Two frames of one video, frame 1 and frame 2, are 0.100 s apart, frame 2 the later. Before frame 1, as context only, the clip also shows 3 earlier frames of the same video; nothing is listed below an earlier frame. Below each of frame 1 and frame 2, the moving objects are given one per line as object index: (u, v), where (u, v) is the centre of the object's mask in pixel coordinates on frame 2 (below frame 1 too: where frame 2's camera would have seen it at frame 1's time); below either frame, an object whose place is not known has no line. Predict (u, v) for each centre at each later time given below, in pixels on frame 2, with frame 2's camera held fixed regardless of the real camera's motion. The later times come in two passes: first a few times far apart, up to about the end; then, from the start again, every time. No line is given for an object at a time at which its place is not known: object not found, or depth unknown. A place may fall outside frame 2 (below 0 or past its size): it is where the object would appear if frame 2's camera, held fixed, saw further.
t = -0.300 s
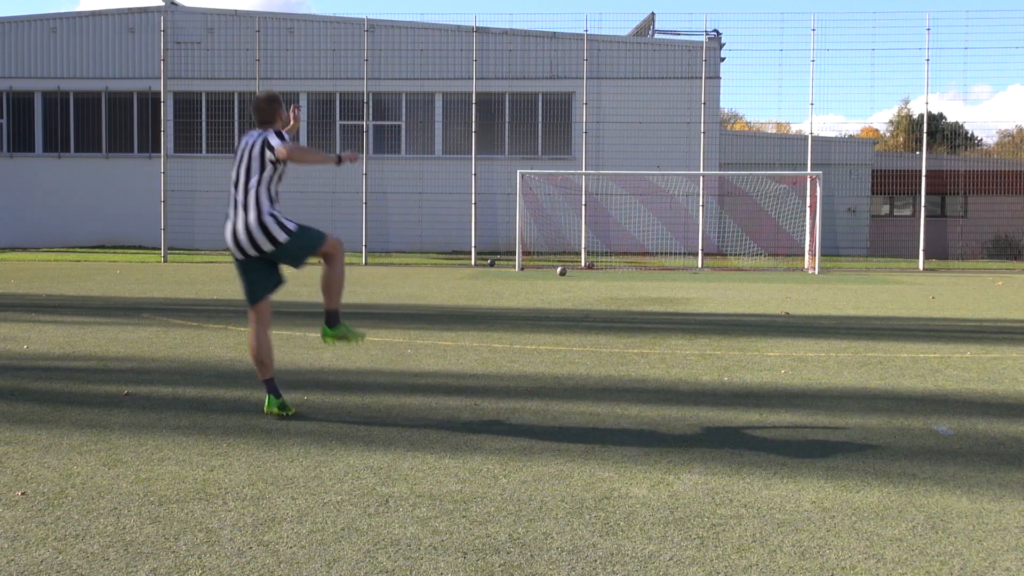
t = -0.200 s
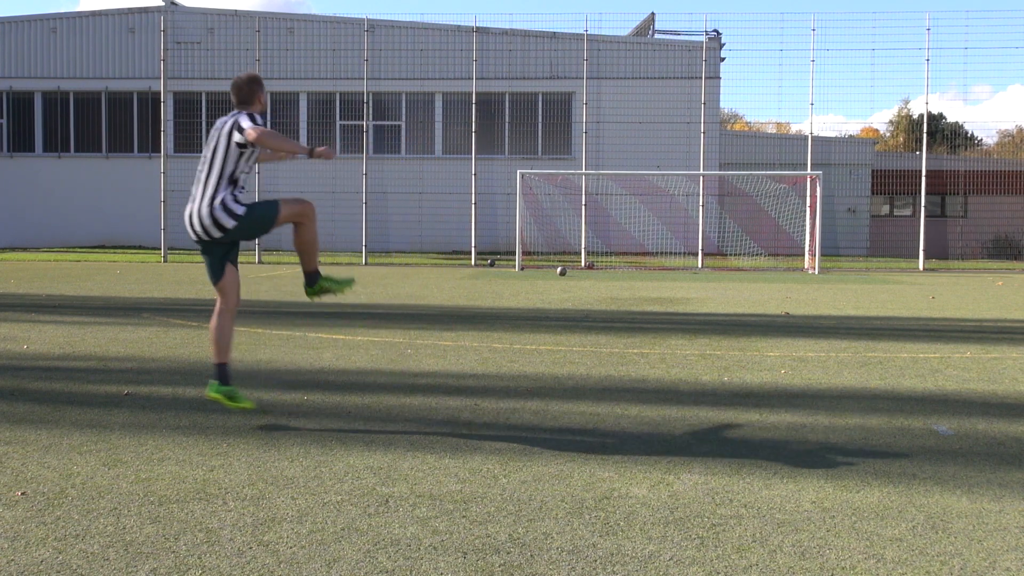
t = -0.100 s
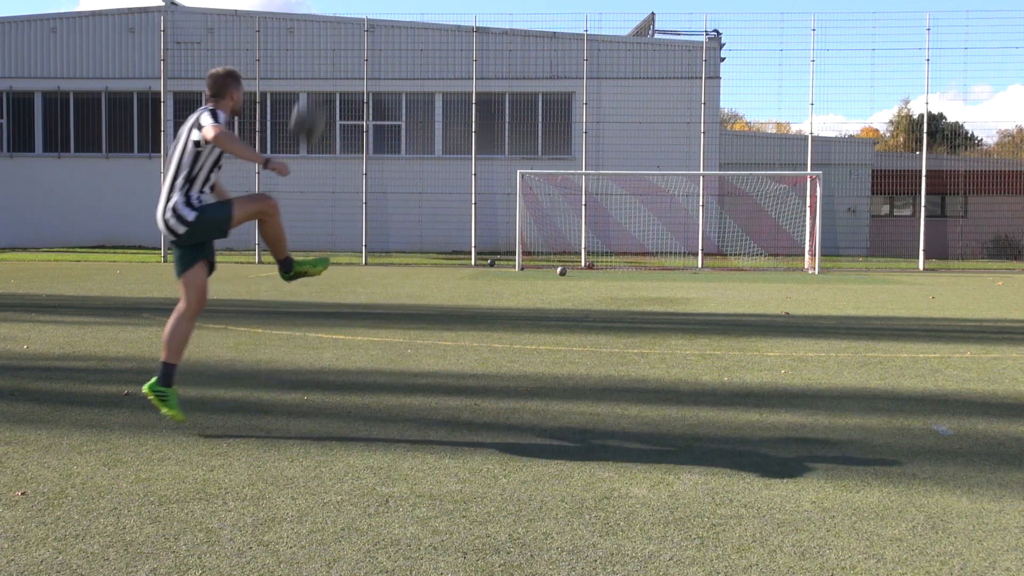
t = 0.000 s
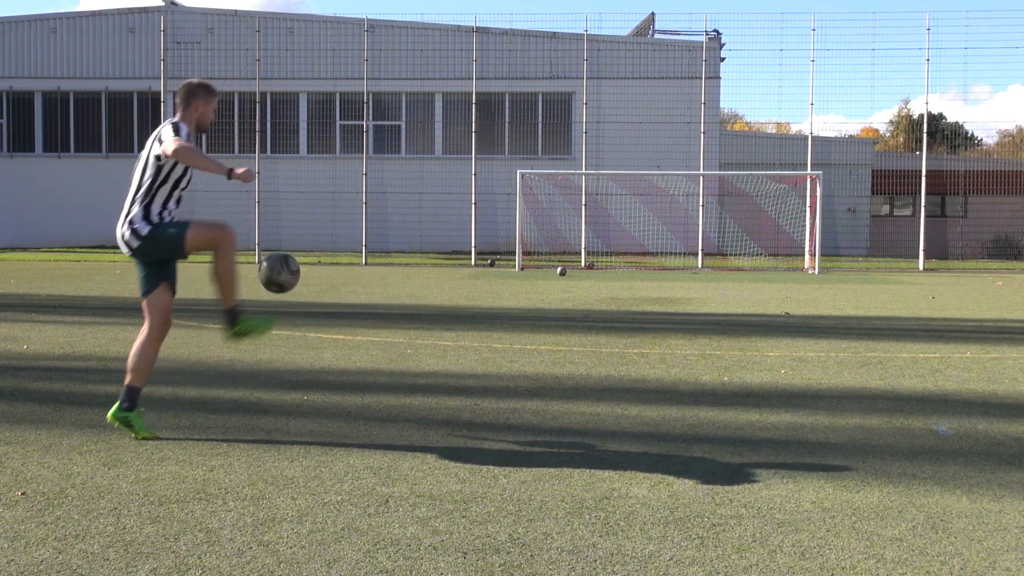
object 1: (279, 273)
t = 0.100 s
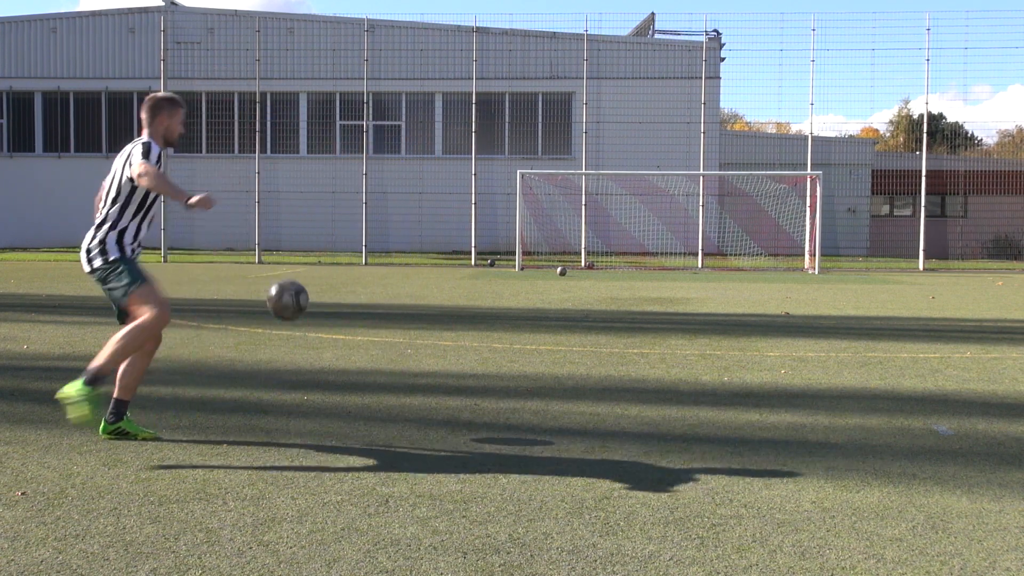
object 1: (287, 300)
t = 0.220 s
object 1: (298, 355)
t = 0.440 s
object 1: (332, 353)
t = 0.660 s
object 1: (374, 327)
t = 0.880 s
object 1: (411, 380)
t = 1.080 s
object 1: (442, 347)
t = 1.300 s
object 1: (471, 364)
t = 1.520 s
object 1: (498, 353)
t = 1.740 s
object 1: (525, 360)
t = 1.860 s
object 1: (539, 358)
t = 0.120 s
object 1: (289, 307)
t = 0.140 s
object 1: (290, 316)
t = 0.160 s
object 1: (292, 325)
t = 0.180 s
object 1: (294, 334)
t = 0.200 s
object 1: (296, 344)
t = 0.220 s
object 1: (298, 355)
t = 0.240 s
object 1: (299, 368)
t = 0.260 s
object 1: (300, 380)
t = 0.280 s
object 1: (303, 395)
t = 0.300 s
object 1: (304, 408)
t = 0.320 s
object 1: (308, 403)
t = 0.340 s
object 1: (312, 393)
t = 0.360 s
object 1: (315, 384)
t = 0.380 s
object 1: (320, 375)
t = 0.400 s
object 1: (324, 367)
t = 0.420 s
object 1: (329, 359)
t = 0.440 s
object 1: (332, 353)
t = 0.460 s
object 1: (336, 347)
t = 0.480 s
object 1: (340, 342)
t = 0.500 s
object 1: (344, 337)
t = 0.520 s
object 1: (348, 333)
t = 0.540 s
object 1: (351, 330)
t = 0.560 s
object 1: (355, 328)
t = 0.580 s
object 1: (359, 327)
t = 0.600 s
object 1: (363, 326)
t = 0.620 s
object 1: (366, 325)
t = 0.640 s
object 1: (370, 326)
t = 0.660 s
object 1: (374, 327)
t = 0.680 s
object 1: (377, 328)
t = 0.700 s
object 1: (381, 331)
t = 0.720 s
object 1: (384, 334)
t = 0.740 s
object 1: (388, 337)
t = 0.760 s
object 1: (391, 342)
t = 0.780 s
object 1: (395, 347)
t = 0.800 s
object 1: (399, 352)
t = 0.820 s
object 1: (402, 358)
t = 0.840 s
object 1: (406, 365)
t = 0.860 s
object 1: (409, 372)
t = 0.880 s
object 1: (411, 380)
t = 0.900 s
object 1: (415, 388)
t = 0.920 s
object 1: (418, 381)
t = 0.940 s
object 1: (421, 375)
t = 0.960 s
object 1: (424, 369)
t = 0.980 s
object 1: (428, 364)
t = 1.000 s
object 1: (430, 359)
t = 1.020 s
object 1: (433, 355)
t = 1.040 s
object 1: (436, 352)
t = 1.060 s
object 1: (439, 349)
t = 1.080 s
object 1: (442, 347)
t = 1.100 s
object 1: (444, 346)
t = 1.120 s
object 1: (447, 345)
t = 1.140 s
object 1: (450, 345)
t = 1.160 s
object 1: (452, 345)
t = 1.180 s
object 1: (455, 346)
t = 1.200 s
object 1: (458, 348)
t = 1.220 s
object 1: (461, 350)
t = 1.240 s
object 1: (463, 353)
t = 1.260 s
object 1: (466, 356)
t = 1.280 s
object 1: (468, 360)
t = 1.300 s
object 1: (471, 364)
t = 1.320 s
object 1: (474, 369)
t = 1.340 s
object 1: (476, 375)
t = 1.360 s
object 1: (479, 373)
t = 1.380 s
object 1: (481, 368)
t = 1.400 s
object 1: (484, 364)
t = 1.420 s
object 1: (486, 361)
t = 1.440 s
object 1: (489, 358)
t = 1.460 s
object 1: (491, 356)
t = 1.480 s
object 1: (494, 354)
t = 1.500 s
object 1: (496, 353)
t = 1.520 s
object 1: (498, 353)
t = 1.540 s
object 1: (501, 353)
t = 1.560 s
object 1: (504, 354)
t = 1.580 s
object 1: (506, 355)
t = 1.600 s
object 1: (508, 357)
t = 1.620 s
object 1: (511, 359)
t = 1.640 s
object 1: (513, 362)
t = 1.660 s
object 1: (515, 366)
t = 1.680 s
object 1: (518, 368)
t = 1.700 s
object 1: (521, 365)
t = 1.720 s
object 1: (523, 362)
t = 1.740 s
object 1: (525, 360)
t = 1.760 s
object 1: (527, 358)
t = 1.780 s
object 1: (530, 357)
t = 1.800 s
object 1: (532, 357)
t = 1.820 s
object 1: (534, 357)
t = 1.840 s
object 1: (537, 357)
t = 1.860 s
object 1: (539, 358)
